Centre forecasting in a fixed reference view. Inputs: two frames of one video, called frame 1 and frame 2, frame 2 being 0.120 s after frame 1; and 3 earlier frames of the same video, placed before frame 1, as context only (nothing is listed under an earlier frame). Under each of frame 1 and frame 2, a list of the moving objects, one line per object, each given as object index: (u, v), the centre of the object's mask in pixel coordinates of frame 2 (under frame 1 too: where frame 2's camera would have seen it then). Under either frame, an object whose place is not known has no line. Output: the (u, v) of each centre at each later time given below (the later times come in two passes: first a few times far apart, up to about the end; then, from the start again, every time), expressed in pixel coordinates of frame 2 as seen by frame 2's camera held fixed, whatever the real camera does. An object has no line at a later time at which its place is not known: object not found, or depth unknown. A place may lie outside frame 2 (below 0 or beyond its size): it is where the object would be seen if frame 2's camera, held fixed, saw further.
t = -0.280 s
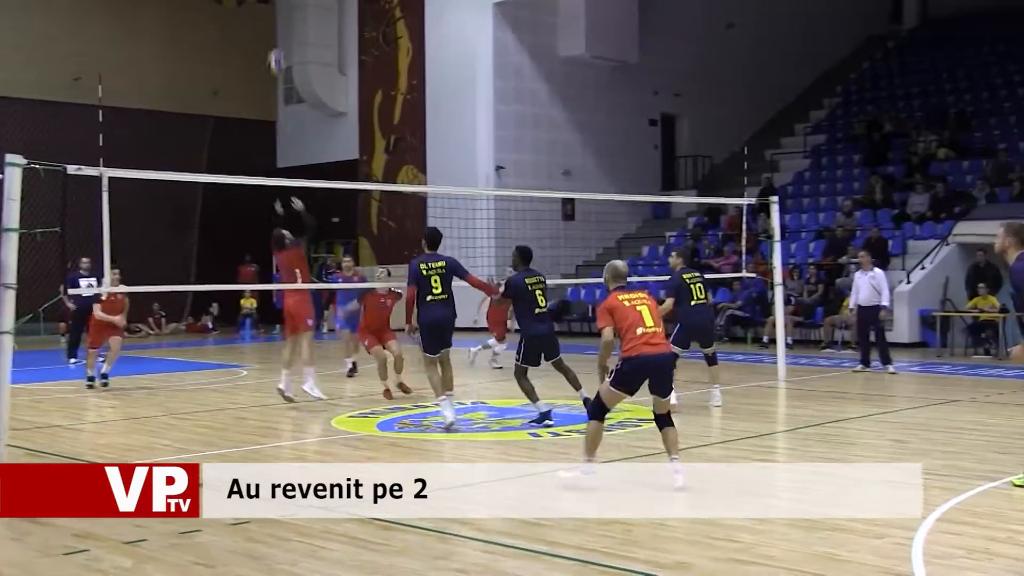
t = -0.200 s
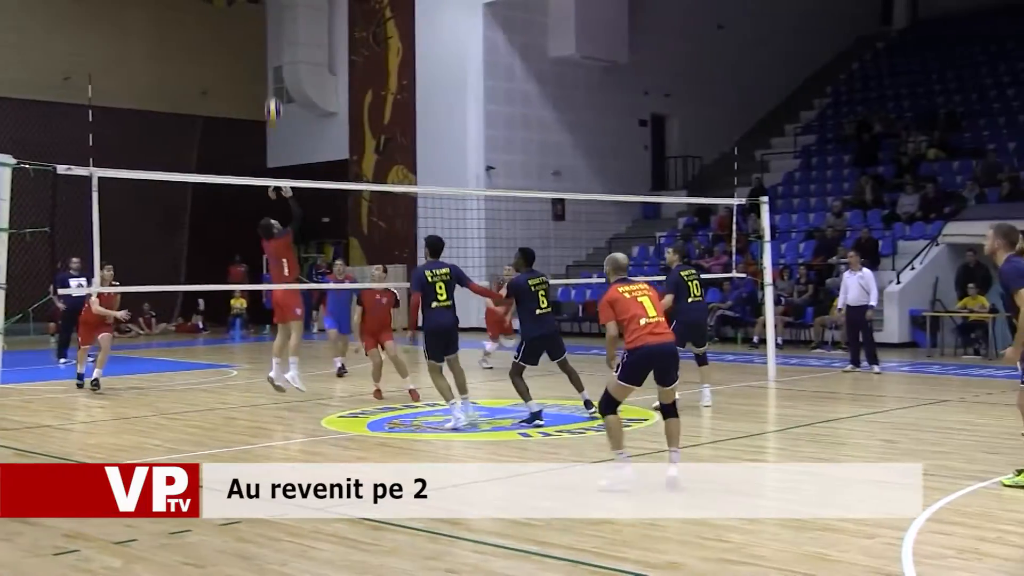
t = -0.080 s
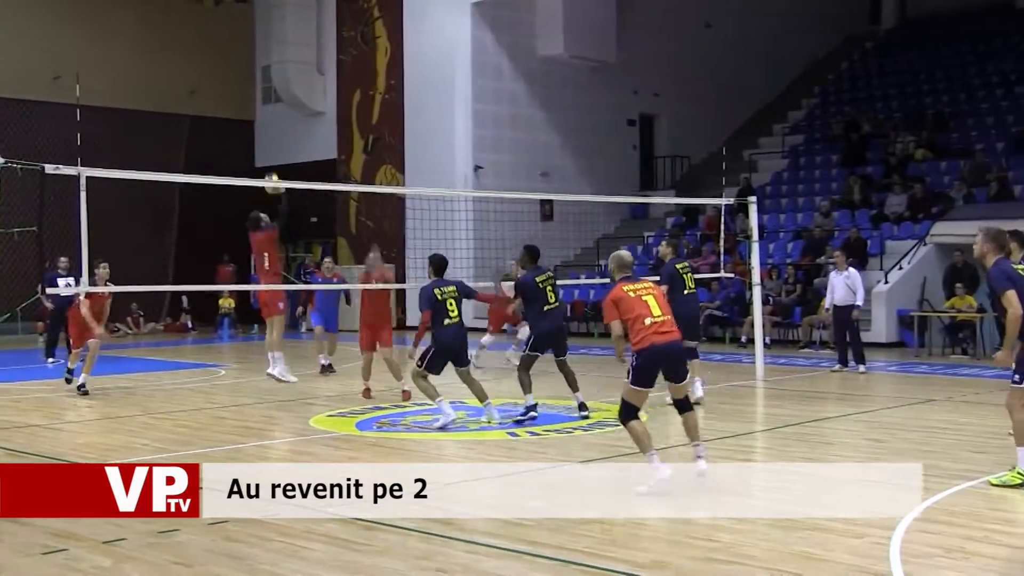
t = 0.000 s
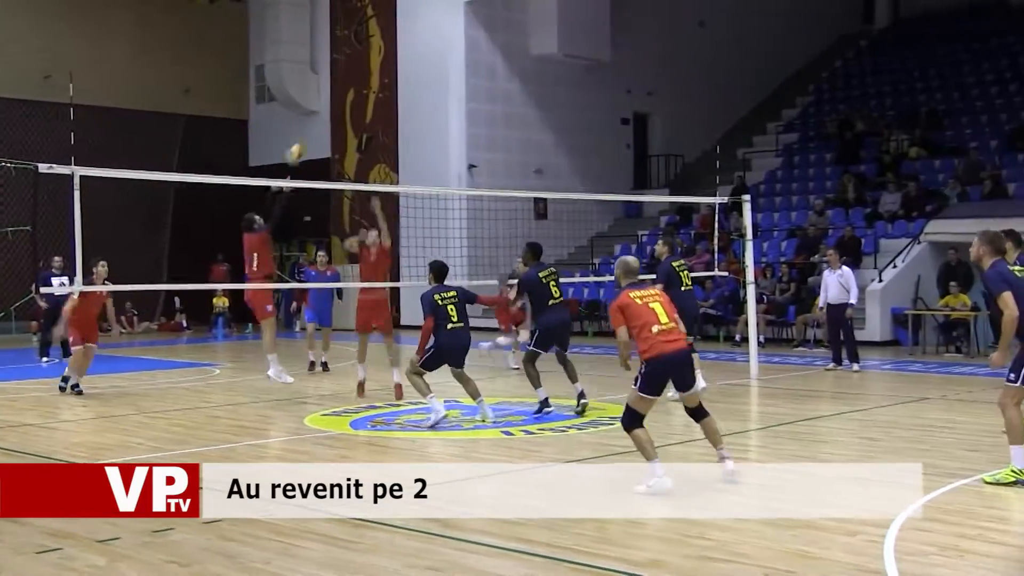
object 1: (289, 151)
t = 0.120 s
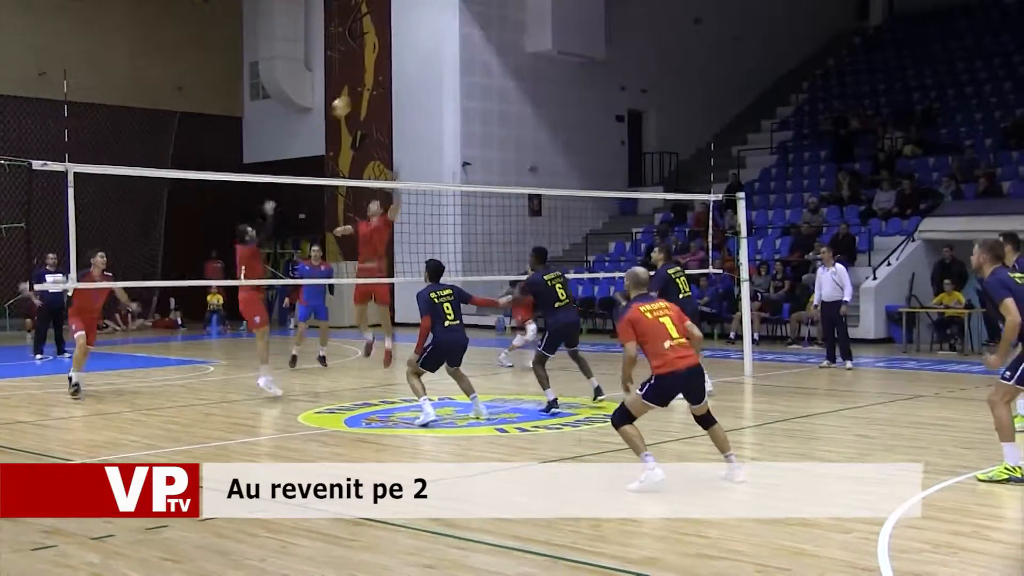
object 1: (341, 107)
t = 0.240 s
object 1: (388, 77)
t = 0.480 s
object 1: (477, 52)
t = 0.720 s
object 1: (554, 73)
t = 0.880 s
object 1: (602, 107)
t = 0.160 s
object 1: (358, 95)
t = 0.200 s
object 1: (374, 84)
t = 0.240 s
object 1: (388, 77)
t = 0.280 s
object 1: (405, 69)
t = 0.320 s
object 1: (420, 63)
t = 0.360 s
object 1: (434, 60)
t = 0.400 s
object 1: (449, 57)
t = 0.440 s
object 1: (463, 54)
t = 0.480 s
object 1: (477, 52)
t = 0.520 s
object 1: (492, 53)
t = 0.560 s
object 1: (505, 55)
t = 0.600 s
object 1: (517, 58)
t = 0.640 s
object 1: (529, 61)
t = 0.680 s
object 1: (543, 67)
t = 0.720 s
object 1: (554, 73)
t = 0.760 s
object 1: (567, 80)
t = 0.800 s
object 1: (578, 88)
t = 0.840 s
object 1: (591, 98)
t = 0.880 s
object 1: (602, 107)
